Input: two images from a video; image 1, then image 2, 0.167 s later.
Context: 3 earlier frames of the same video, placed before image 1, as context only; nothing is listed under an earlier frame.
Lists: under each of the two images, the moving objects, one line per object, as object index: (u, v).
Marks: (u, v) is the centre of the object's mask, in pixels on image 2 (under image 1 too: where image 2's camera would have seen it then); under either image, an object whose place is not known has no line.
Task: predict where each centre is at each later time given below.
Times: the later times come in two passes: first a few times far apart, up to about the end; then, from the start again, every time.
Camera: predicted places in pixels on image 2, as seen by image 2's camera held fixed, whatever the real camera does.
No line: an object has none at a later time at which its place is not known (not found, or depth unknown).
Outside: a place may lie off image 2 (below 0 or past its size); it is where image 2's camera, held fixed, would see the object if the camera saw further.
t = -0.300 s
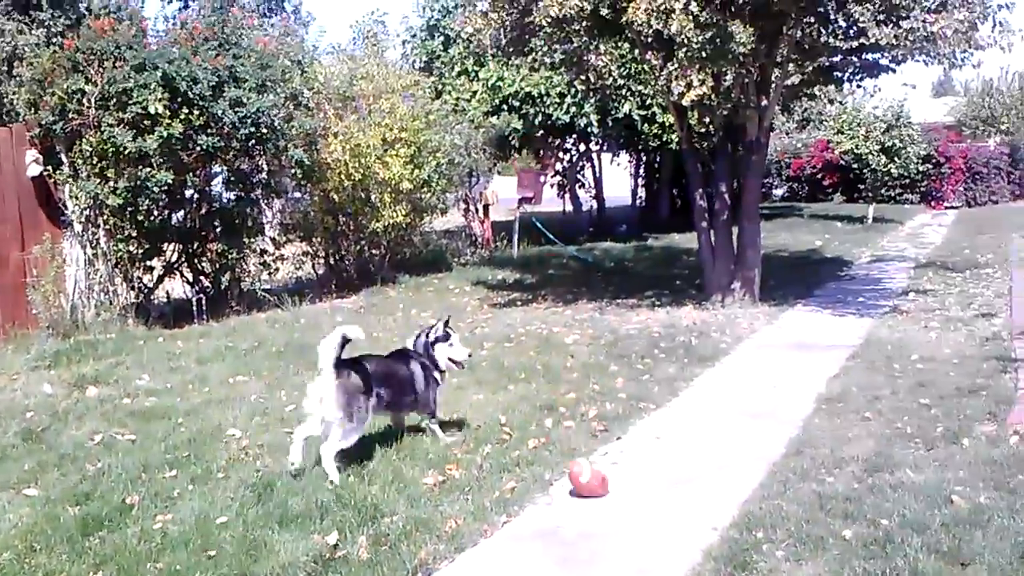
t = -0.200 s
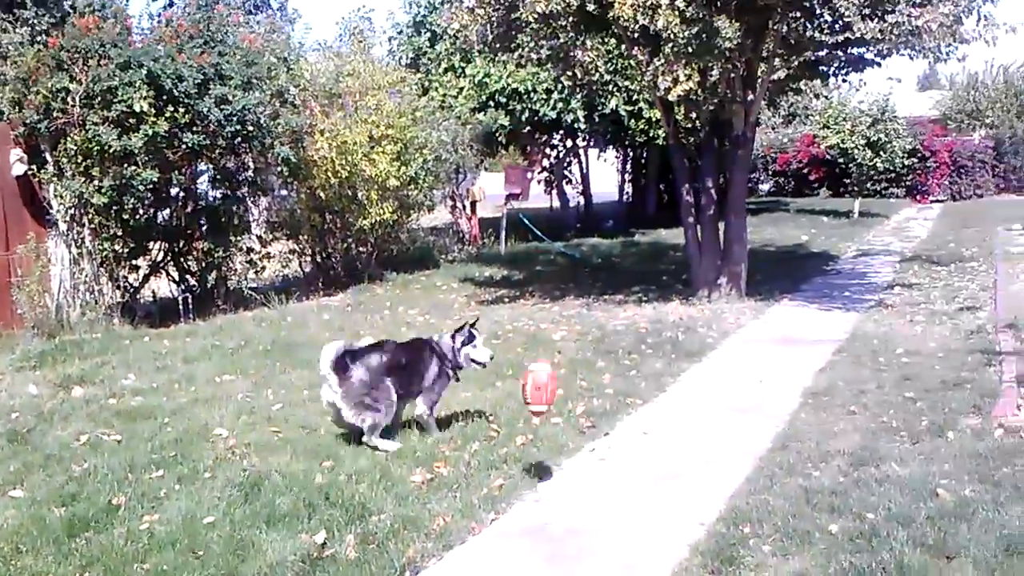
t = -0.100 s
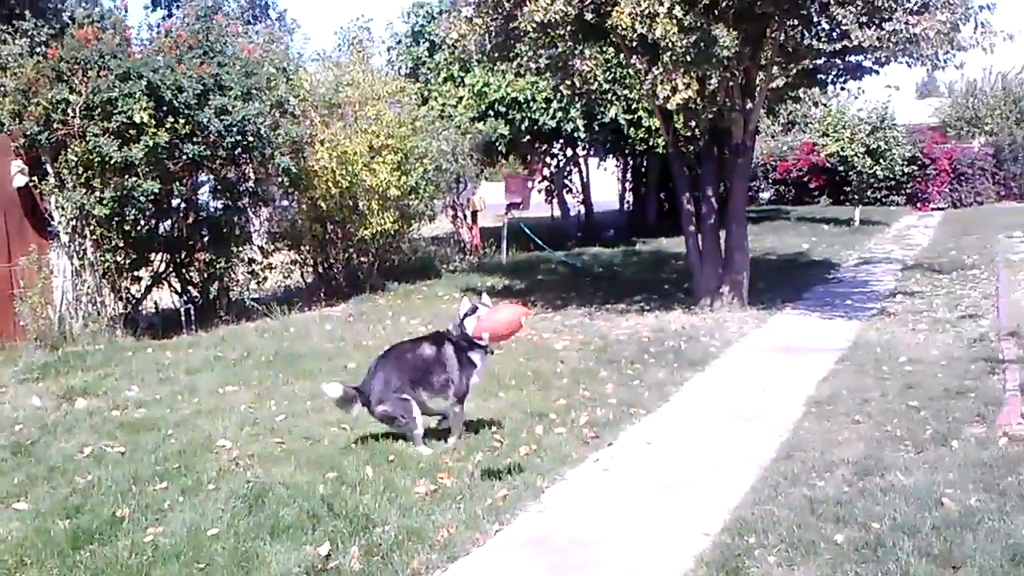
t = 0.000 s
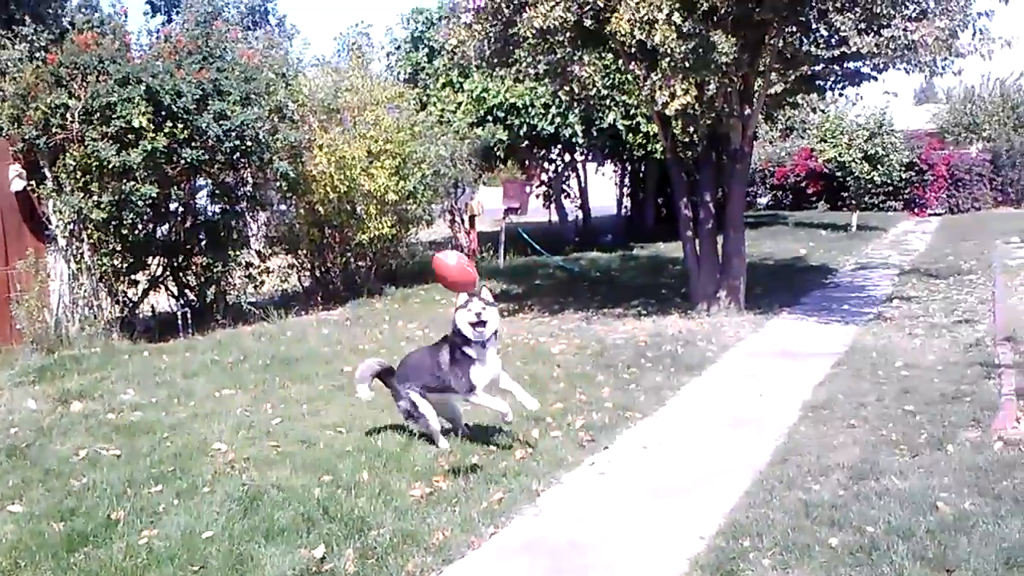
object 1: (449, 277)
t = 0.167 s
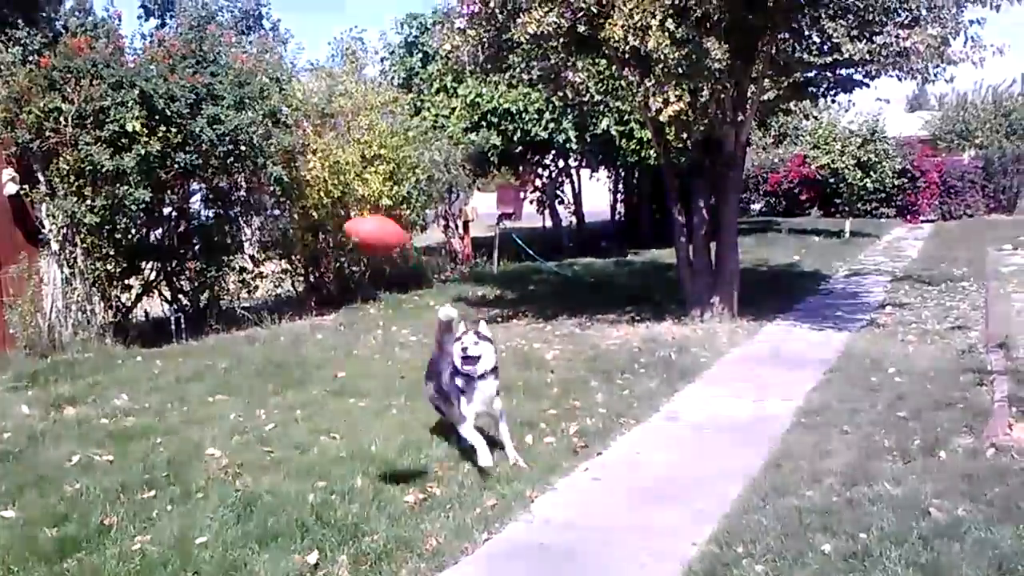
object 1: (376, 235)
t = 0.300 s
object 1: (317, 249)
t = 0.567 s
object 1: (196, 429)
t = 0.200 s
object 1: (362, 234)
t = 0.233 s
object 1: (346, 236)
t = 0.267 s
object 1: (331, 239)
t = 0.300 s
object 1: (317, 249)
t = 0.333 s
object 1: (303, 262)
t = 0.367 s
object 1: (287, 275)
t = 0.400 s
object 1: (271, 292)
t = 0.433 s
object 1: (254, 314)
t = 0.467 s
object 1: (239, 339)
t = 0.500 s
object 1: (225, 366)
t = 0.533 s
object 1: (211, 396)
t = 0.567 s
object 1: (196, 429)
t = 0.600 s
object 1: (180, 467)
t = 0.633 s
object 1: (165, 509)
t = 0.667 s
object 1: (153, 551)
